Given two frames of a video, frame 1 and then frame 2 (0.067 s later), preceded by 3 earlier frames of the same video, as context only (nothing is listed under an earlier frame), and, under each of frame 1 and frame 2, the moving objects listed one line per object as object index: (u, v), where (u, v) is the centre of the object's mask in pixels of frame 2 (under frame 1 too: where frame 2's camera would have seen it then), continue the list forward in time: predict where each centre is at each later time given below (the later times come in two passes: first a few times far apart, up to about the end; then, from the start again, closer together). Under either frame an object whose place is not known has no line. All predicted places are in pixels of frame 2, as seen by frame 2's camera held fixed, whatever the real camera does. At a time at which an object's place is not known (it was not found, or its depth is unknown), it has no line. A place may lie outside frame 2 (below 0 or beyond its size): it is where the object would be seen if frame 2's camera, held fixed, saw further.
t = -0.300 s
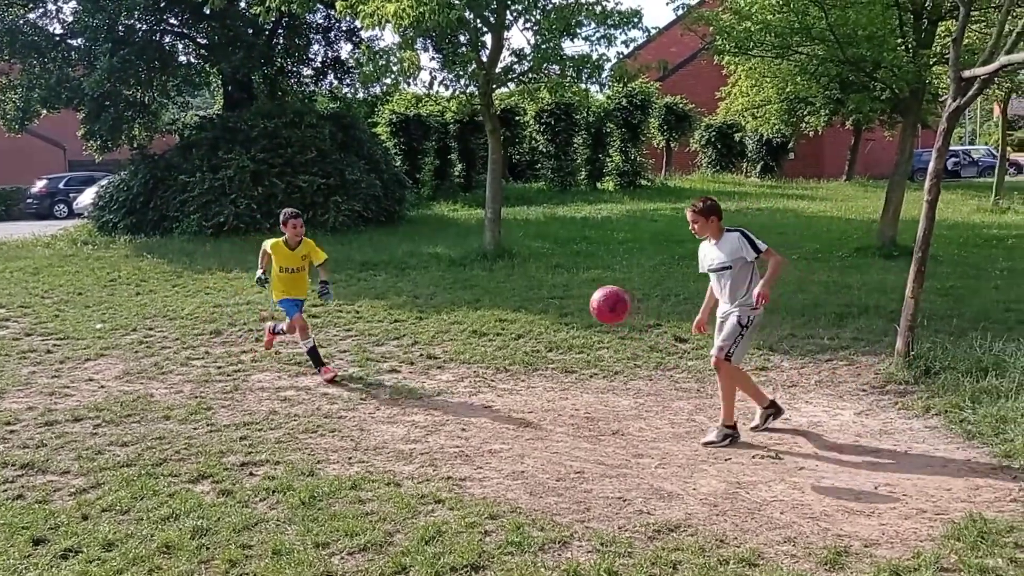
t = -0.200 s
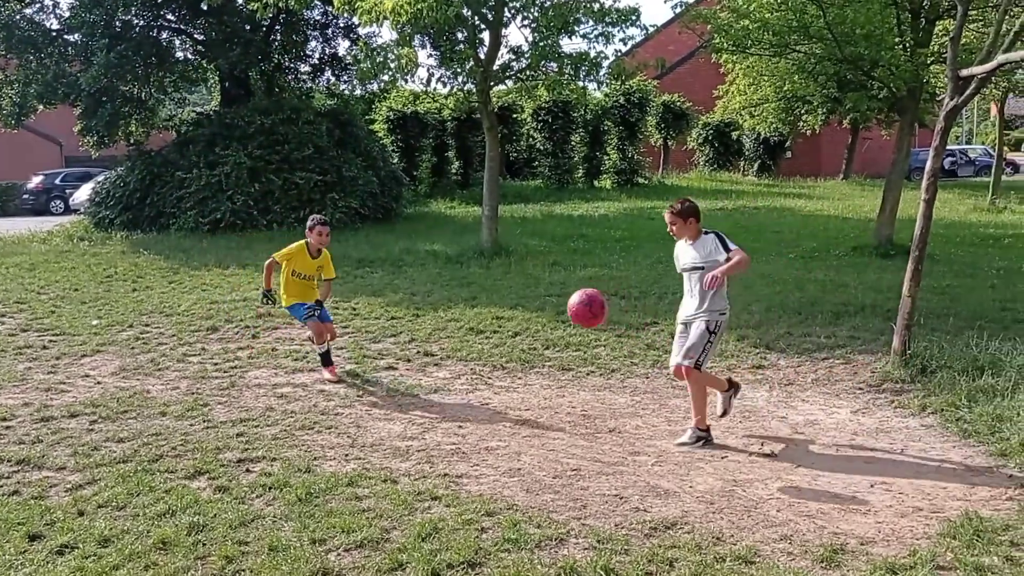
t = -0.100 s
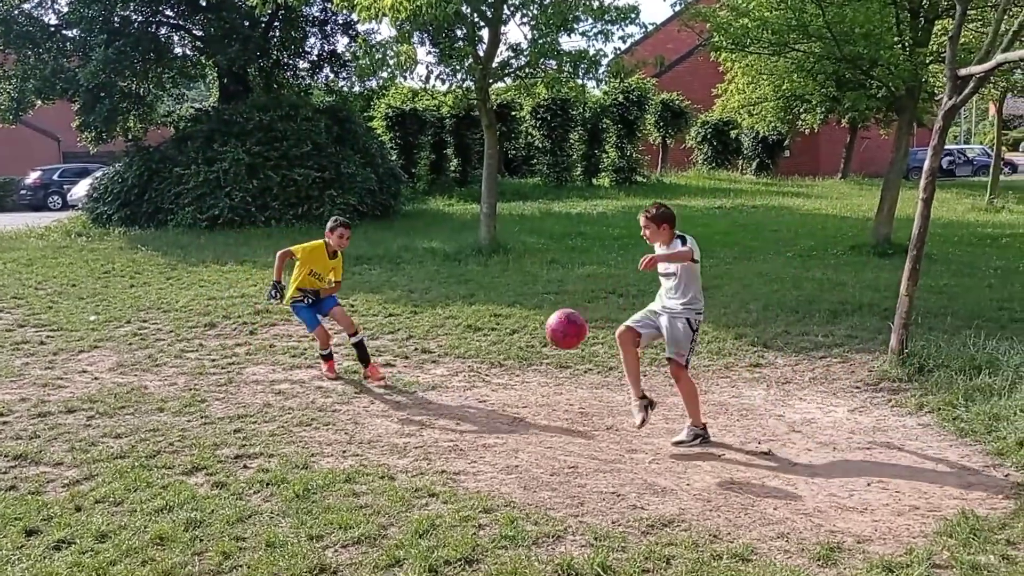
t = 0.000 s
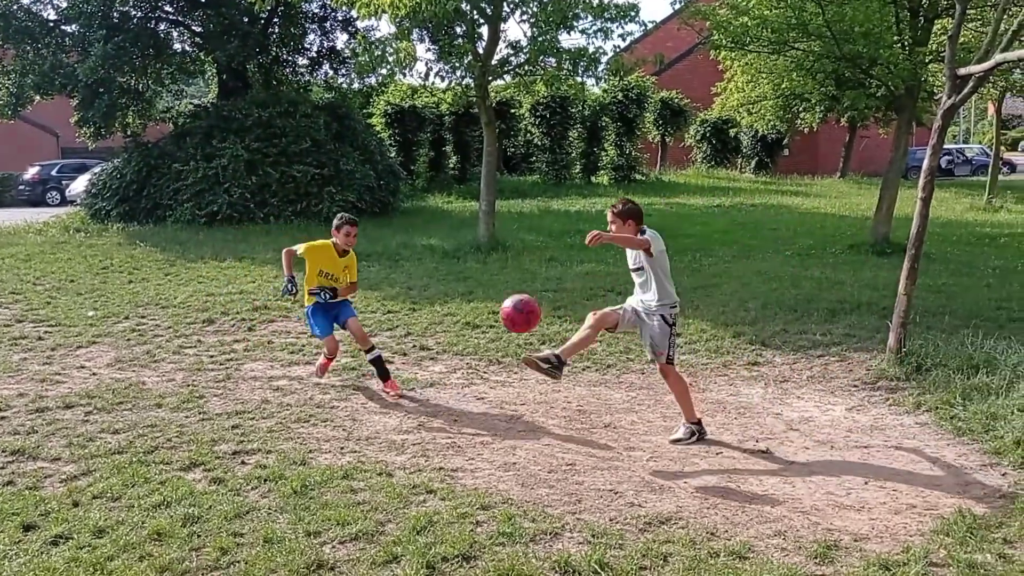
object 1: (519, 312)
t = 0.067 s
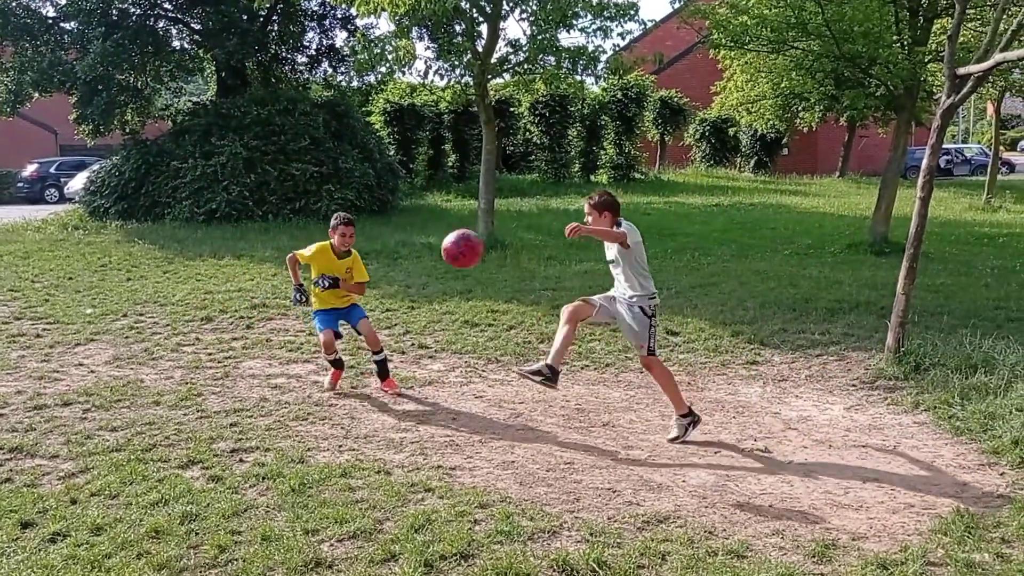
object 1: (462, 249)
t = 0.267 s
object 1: (295, 104)
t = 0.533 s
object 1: (90, 26)
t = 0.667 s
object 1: (10, 36)
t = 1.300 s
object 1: (-321, 326)
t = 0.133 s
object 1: (406, 193)
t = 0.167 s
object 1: (378, 168)
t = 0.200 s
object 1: (350, 144)
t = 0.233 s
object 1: (323, 123)
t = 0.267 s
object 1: (295, 104)
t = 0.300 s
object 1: (269, 86)
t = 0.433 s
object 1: (164, 39)
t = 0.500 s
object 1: (114, 28)
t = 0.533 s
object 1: (90, 26)
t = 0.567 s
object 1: (66, 26)
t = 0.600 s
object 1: (44, 28)
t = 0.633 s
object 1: (22, 31)
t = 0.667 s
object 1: (10, 36)
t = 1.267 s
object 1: (-302, 350)
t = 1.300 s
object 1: (-321, 326)
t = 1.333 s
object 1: (-327, 304)
